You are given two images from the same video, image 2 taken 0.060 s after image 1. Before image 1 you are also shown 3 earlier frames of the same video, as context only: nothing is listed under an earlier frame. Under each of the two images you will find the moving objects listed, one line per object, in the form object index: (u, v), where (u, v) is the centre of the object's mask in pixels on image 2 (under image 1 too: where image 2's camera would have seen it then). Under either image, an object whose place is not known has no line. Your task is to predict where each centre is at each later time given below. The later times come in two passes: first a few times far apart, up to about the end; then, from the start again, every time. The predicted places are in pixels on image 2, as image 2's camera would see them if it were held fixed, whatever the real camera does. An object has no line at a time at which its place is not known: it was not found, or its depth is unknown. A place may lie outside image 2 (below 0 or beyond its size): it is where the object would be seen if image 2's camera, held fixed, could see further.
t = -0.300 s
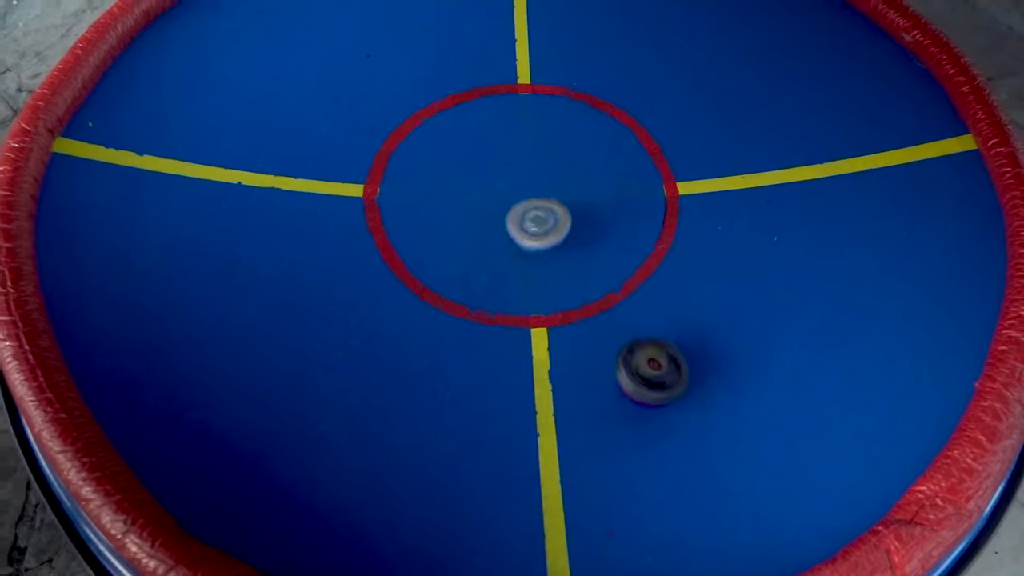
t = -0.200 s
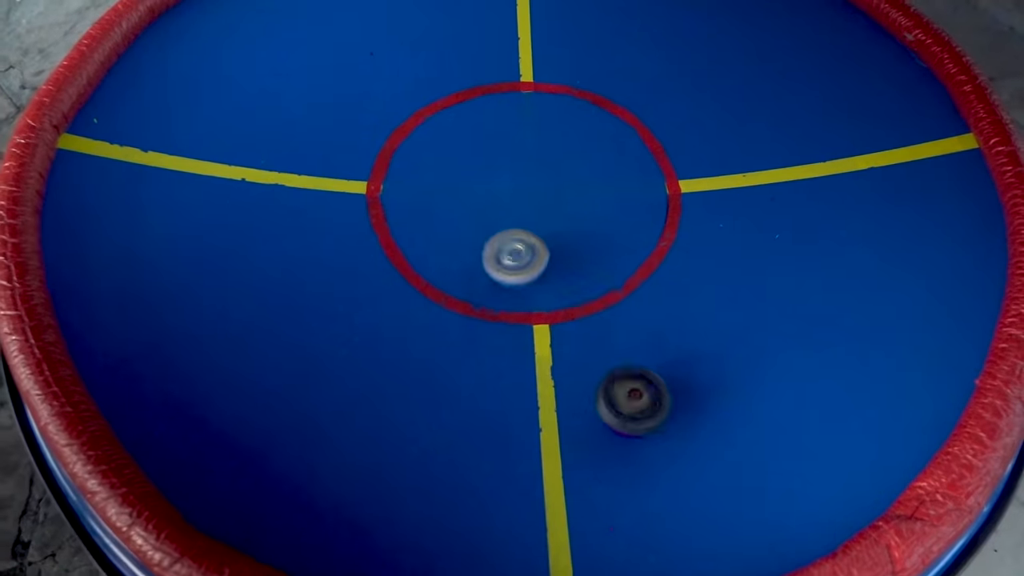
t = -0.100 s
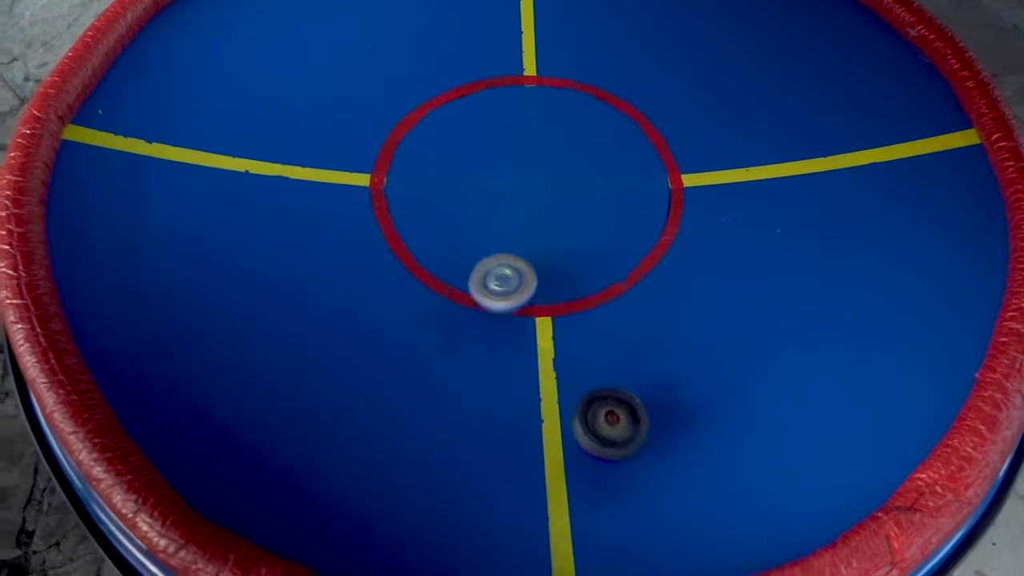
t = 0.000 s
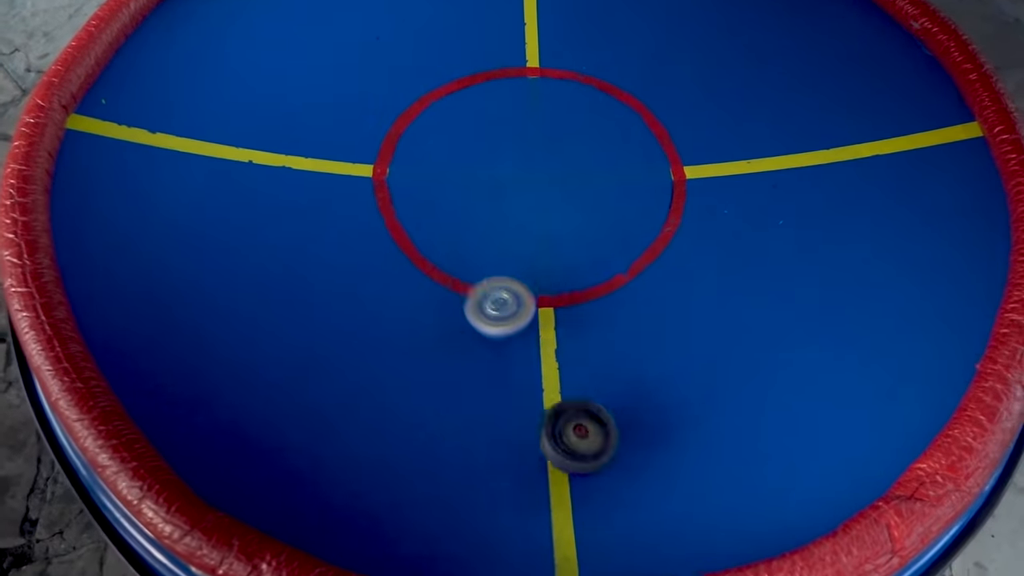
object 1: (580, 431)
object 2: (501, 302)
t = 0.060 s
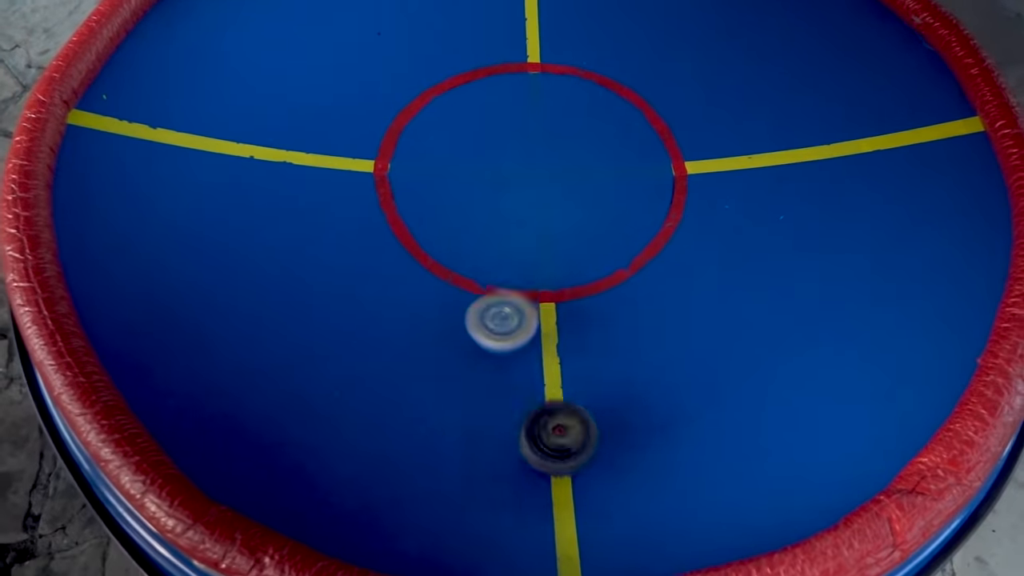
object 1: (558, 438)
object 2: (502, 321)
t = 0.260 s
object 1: (485, 418)
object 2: (530, 358)
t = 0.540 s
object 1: (462, 329)
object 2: (541, 342)
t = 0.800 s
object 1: (477, 291)
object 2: (554, 309)
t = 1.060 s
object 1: (478, 246)
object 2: (555, 285)
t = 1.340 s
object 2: (549, 241)
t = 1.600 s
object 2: (529, 235)
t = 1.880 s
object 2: (516, 233)
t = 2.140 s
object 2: (514, 231)
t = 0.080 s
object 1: (551, 439)
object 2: (504, 326)
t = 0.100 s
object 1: (543, 439)
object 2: (505, 332)
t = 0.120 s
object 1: (535, 438)
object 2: (508, 336)
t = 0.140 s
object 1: (527, 438)
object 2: (511, 341)
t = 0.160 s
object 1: (519, 436)
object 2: (513, 344)
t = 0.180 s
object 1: (512, 433)
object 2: (517, 347)
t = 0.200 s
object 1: (504, 430)
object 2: (520, 351)
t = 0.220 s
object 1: (497, 426)
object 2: (524, 354)
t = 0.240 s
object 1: (491, 423)
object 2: (529, 357)
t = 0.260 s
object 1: (485, 418)
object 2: (530, 358)
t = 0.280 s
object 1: (480, 412)
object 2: (534, 360)
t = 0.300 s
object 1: (475, 406)
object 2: (537, 362)
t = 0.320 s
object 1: (470, 399)
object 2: (538, 361)
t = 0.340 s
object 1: (466, 393)
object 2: (539, 361)
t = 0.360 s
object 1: (463, 384)
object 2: (540, 361)
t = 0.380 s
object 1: (460, 376)
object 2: (541, 360)
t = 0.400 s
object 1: (458, 370)
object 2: (542, 358)
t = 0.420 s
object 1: (457, 361)
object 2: (542, 357)
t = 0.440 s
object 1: (456, 354)
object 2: (542, 354)
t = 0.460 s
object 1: (457, 348)
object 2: (543, 352)
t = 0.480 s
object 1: (457, 343)
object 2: (542, 350)
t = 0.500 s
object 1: (458, 338)
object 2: (542, 346)
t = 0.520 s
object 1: (460, 334)
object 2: (543, 344)
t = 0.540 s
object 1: (462, 329)
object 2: (541, 342)
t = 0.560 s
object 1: (464, 326)
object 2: (541, 339)
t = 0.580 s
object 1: (467, 323)
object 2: (542, 337)
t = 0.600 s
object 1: (468, 319)
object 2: (541, 334)
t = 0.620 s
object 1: (468, 316)
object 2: (544, 332)
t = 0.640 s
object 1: (469, 313)
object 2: (546, 328)
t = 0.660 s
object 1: (469, 310)
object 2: (546, 326)
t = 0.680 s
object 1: (470, 307)
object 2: (547, 321)
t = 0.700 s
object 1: (472, 306)
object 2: (548, 318)
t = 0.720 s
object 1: (473, 302)
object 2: (547, 316)
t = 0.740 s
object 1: (476, 301)
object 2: (547, 312)
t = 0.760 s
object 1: (476, 298)
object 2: (551, 311)
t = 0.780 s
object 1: (475, 293)
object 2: (554, 311)
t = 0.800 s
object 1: (477, 291)
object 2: (554, 309)
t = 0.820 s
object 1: (478, 288)
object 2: (556, 308)
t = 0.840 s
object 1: (479, 284)
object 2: (558, 308)
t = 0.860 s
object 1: (481, 281)
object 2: (557, 308)
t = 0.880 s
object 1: (483, 278)
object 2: (557, 305)
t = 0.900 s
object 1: (485, 275)
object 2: (555, 304)
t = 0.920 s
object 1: (488, 273)
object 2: (553, 302)
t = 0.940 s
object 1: (489, 270)
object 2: (549, 298)
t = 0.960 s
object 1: (487, 266)
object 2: (552, 297)
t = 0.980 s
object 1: (485, 261)
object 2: (553, 295)
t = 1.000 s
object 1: (482, 257)
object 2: (554, 294)
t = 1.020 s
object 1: (481, 253)
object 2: (554, 290)
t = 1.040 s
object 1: (479, 249)
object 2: (555, 287)
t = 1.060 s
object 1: (478, 246)
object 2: (555, 285)
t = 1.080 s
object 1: (477, 243)
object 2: (554, 282)
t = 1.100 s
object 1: (478, 240)
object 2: (554, 278)
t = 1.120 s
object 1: (478, 237)
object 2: (554, 275)
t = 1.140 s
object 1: (478, 233)
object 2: (555, 272)
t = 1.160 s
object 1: (478, 230)
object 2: (554, 269)
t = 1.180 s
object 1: (478, 226)
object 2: (555, 265)
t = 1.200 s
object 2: (555, 262)
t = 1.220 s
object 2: (556, 258)
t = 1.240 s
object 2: (555, 255)
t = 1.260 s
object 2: (554, 250)
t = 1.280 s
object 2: (553, 247)
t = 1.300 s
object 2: (553, 245)
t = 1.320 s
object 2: (550, 243)
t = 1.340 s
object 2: (549, 241)
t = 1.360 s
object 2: (548, 240)
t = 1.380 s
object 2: (548, 239)
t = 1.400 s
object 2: (546, 239)
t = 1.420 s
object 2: (544, 237)
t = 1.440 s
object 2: (543, 237)
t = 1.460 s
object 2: (543, 237)
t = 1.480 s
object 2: (541, 237)
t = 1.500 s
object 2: (538, 236)
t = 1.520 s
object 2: (537, 236)
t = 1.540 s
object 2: (535, 235)
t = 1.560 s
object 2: (534, 236)
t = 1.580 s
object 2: (531, 236)
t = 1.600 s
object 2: (529, 235)
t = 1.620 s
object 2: (527, 235)
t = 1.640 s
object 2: (526, 234)
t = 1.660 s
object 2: (524, 235)
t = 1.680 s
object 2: (521, 236)
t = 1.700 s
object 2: (520, 235)
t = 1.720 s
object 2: (519, 235)
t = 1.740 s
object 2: (518, 235)
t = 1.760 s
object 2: (517, 236)
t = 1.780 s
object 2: (515, 235)
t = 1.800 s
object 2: (516, 234)
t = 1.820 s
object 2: (516, 234)
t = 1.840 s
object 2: (517, 233)
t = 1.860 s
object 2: (517, 234)
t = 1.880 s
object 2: (516, 233)
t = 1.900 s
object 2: (517, 232)
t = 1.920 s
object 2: (518, 232)
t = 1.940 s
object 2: (518, 232)
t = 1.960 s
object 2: (518, 233)
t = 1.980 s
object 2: (517, 233)
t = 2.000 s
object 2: (516, 232)
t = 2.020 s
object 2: (516, 232)
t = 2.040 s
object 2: (515, 231)
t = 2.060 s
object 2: (515, 231)
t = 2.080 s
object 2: (515, 232)
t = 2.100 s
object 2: (514, 232)
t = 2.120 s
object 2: (513, 231)
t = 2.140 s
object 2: (514, 231)
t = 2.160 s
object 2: (514, 231)
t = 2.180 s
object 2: (514, 230)
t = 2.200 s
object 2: (515, 231)
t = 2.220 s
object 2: (514, 231)
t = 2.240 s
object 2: (513, 230)
